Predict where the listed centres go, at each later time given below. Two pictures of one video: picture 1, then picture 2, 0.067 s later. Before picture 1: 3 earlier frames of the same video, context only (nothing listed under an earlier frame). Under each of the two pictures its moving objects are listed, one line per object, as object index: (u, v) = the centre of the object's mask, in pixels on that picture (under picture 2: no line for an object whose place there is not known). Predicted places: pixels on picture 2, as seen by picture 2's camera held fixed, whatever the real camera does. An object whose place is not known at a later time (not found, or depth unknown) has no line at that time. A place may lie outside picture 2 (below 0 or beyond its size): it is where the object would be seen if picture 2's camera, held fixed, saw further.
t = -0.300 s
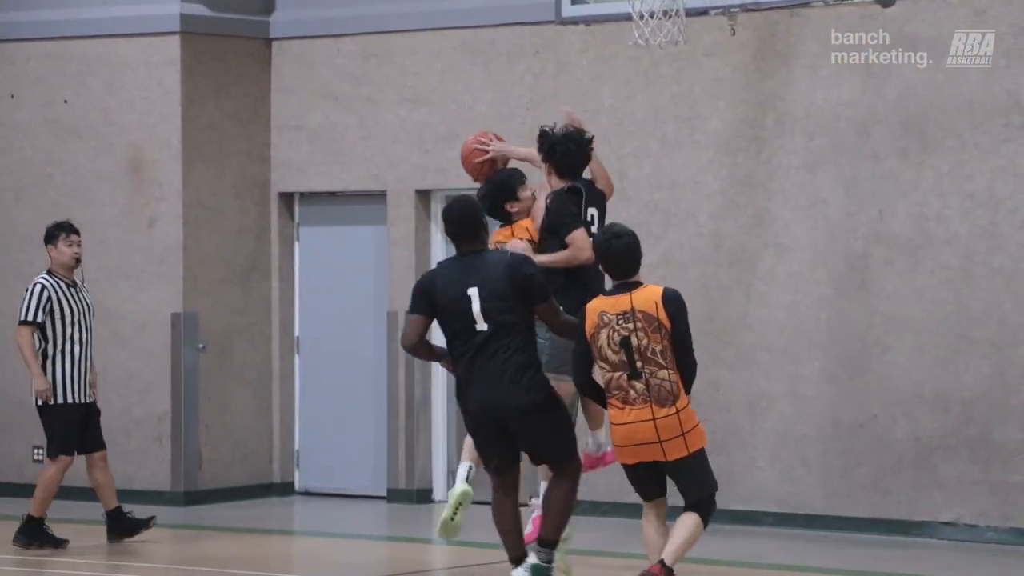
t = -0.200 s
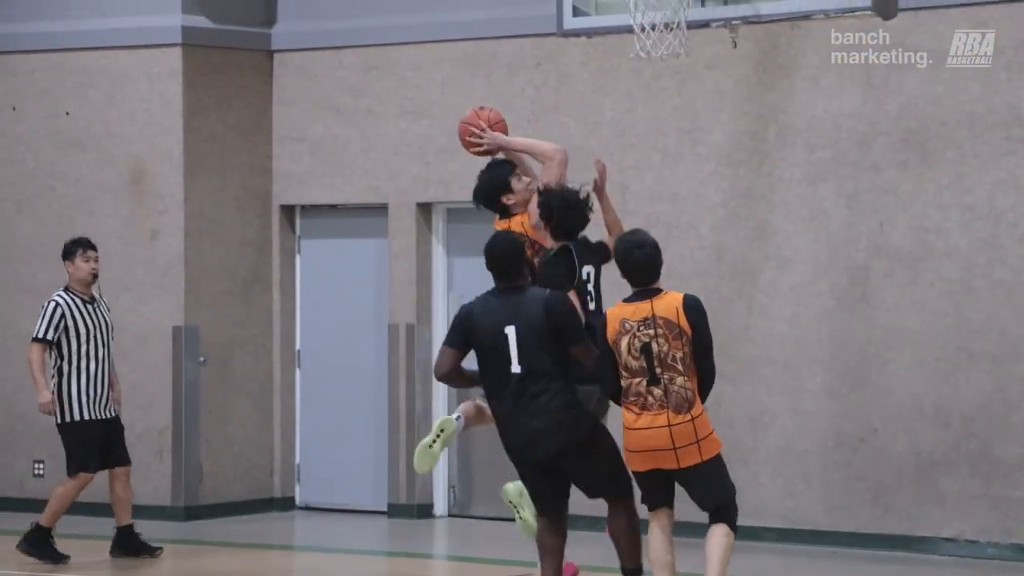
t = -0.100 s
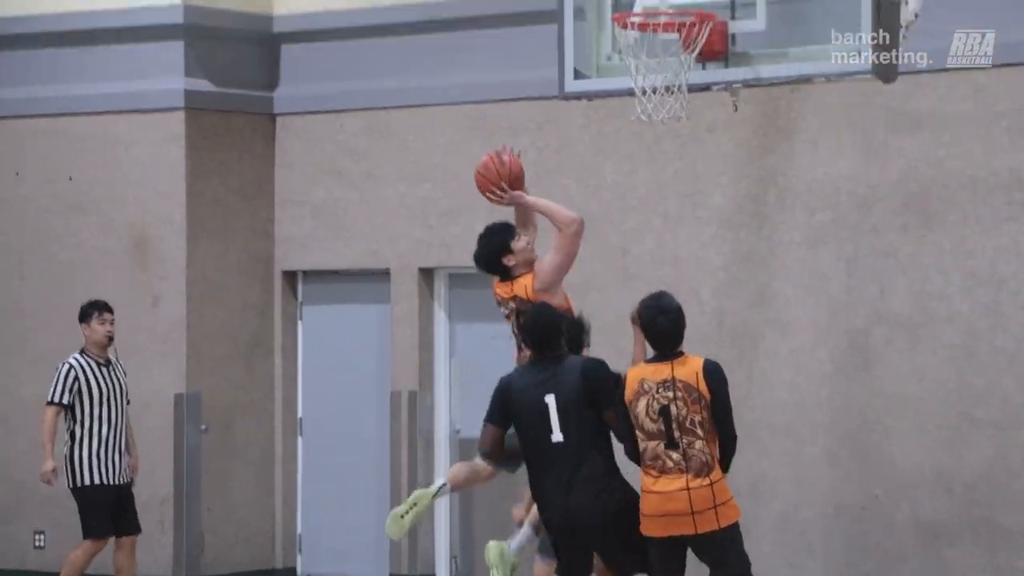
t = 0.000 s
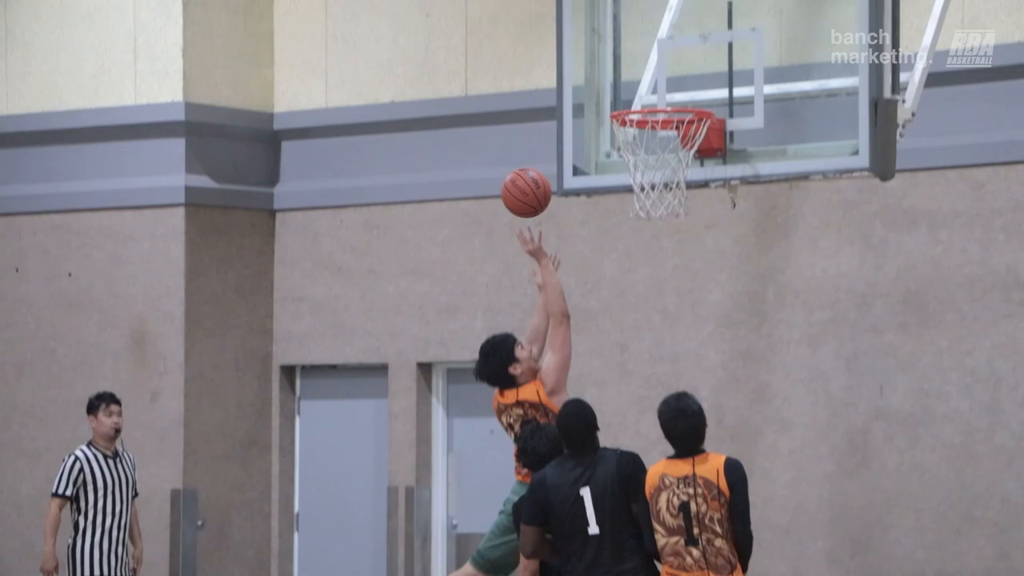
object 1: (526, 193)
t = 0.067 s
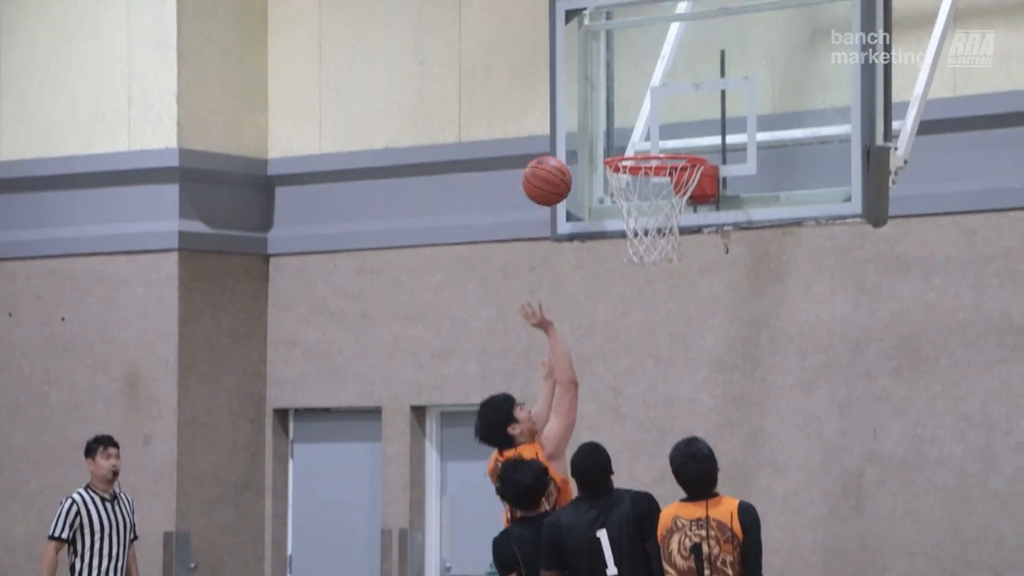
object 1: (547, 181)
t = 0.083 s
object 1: (553, 169)
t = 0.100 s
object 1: (559, 157)
